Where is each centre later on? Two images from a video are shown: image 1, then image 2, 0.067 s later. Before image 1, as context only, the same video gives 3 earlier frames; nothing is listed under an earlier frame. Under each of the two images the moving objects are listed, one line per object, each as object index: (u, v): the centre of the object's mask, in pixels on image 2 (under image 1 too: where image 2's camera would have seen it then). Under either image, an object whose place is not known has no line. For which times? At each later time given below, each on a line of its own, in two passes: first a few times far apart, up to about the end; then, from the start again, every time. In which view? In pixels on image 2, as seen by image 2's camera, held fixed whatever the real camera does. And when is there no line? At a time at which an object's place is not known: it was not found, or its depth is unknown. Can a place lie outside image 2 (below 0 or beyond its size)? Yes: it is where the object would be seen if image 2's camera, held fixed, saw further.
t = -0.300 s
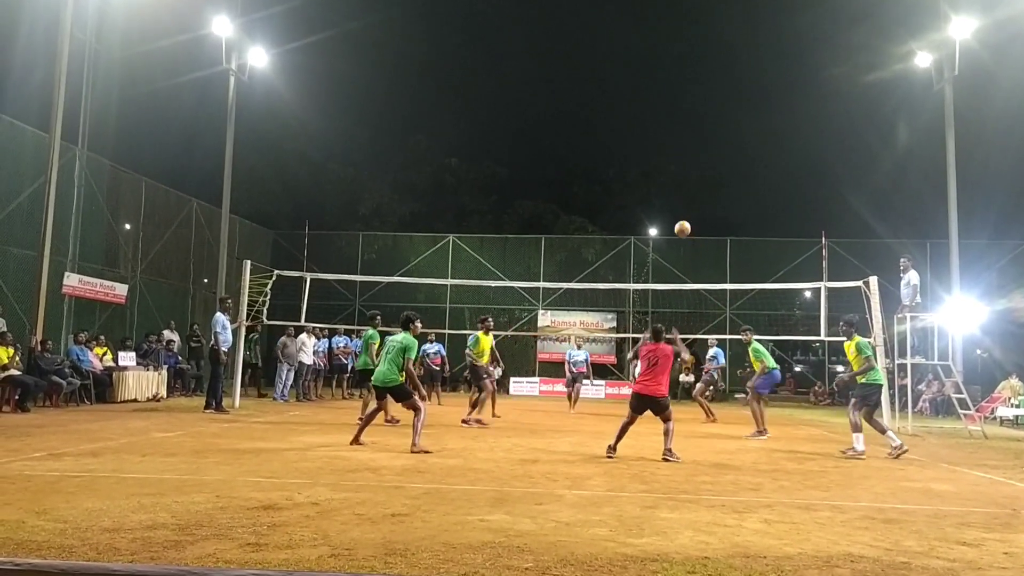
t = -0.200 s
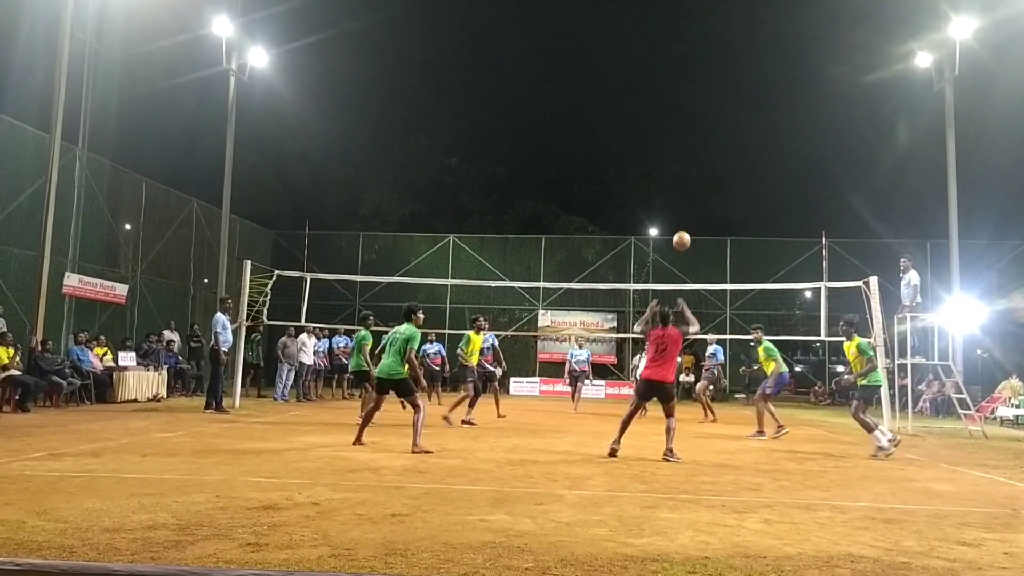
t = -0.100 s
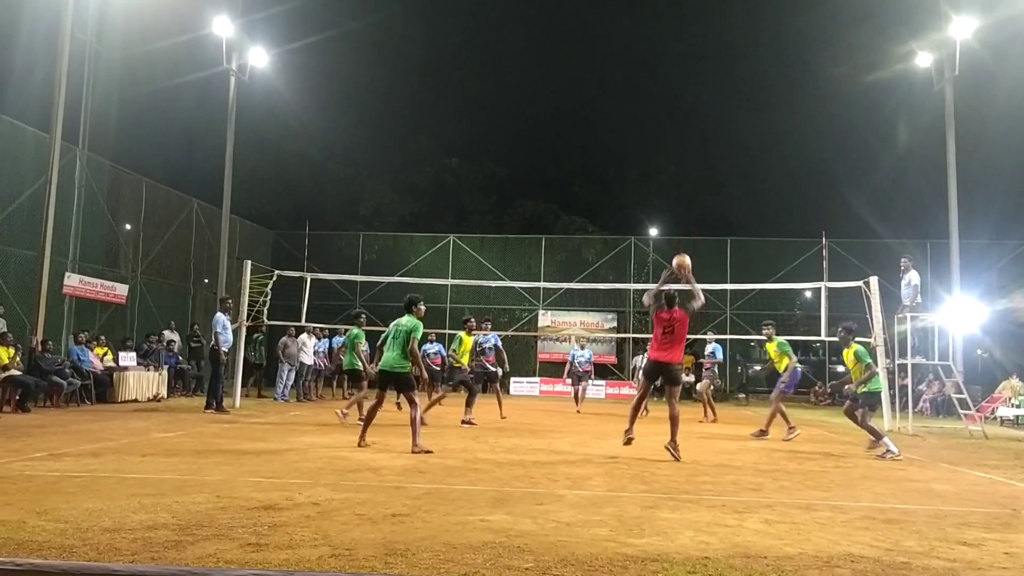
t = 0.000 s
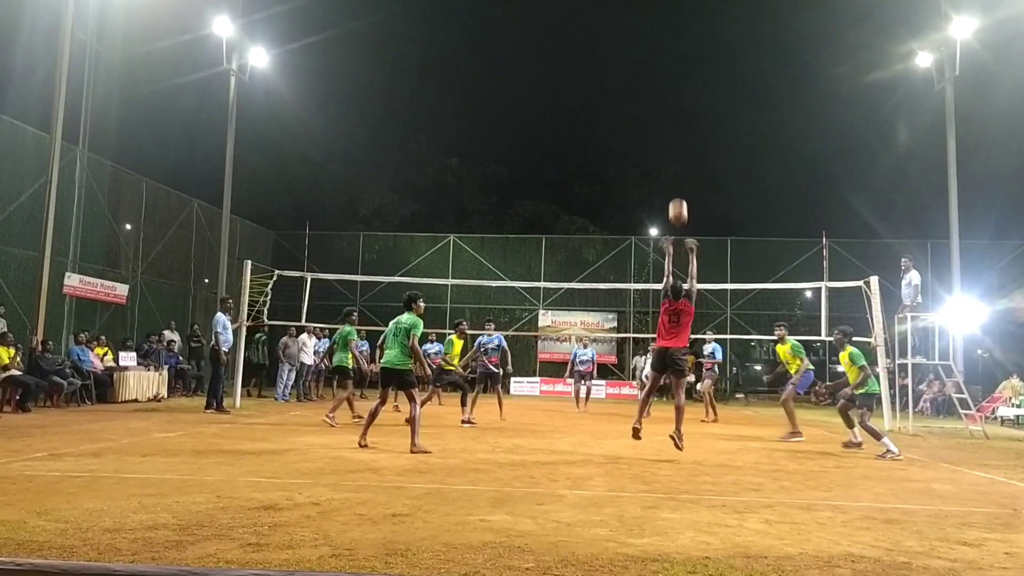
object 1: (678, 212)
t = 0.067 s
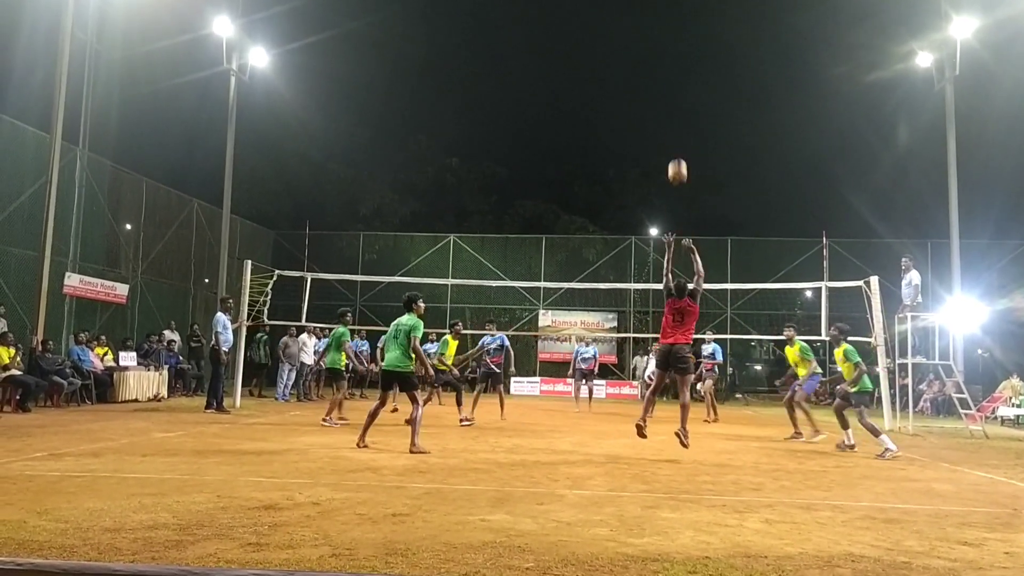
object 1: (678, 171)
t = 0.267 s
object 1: (676, 81)
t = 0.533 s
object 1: (672, 21)
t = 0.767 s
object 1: (669, 15)
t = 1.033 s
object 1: (665, 54)
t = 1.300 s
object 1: (662, 134)
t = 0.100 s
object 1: (677, 153)
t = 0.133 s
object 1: (677, 136)
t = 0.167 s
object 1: (677, 121)
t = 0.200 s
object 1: (677, 106)
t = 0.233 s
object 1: (676, 93)
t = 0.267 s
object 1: (676, 81)
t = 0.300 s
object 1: (676, 70)
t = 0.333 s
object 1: (675, 60)
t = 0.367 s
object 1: (675, 51)
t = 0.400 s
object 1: (674, 43)
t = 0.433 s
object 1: (674, 36)
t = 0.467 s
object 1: (673, 30)
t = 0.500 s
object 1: (673, 25)
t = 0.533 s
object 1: (672, 21)
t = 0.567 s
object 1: (672, 18)
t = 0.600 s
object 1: (671, 15)
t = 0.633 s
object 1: (670, 14)
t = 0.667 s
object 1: (670, 13)
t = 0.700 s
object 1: (670, 13)
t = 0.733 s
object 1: (670, 14)
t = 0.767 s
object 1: (669, 15)
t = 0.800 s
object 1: (669, 17)
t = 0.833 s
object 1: (668, 20)
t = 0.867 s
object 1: (668, 24)
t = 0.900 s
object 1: (667, 28)
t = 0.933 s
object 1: (667, 34)
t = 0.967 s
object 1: (666, 40)
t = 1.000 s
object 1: (666, 46)
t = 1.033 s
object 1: (665, 54)
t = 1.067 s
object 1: (665, 62)
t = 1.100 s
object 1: (664, 70)
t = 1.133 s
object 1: (664, 79)
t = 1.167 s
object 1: (663, 89)
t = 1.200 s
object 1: (663, 100)
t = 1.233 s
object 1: (663, 111)
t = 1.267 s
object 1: (662, 122)
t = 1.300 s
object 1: (662, 134)
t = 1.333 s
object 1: (662, 147)
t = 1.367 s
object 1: (662, 160)
